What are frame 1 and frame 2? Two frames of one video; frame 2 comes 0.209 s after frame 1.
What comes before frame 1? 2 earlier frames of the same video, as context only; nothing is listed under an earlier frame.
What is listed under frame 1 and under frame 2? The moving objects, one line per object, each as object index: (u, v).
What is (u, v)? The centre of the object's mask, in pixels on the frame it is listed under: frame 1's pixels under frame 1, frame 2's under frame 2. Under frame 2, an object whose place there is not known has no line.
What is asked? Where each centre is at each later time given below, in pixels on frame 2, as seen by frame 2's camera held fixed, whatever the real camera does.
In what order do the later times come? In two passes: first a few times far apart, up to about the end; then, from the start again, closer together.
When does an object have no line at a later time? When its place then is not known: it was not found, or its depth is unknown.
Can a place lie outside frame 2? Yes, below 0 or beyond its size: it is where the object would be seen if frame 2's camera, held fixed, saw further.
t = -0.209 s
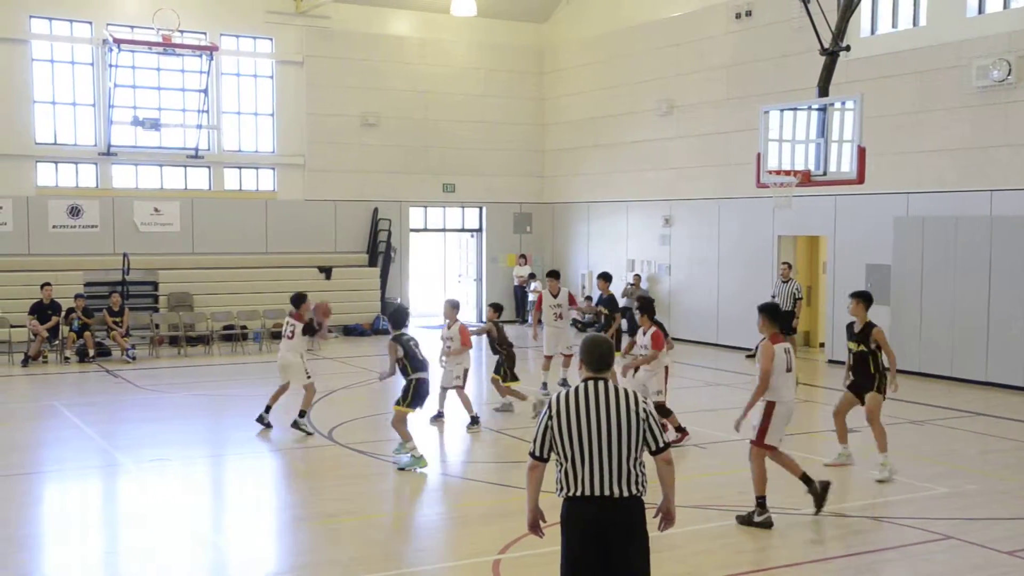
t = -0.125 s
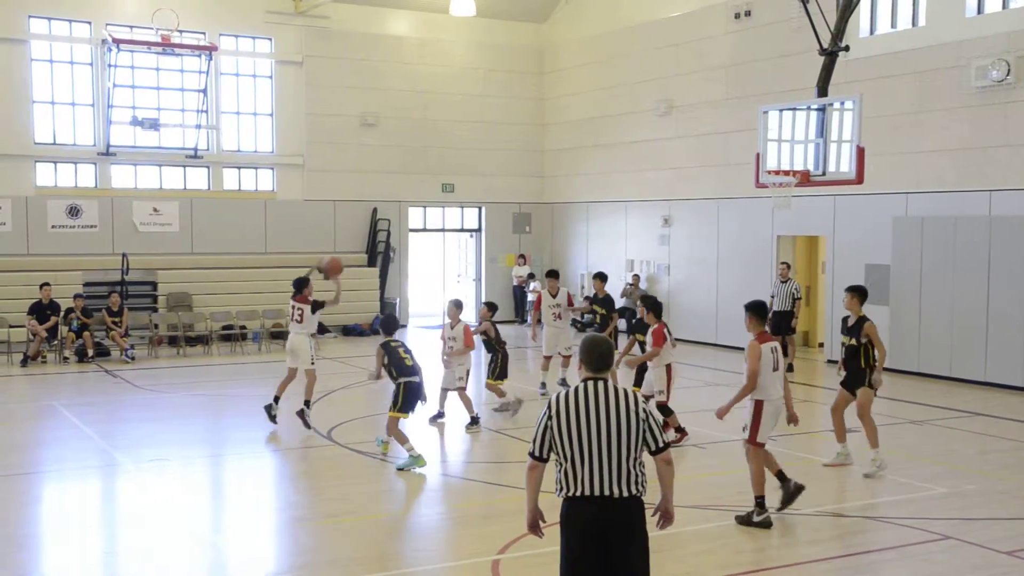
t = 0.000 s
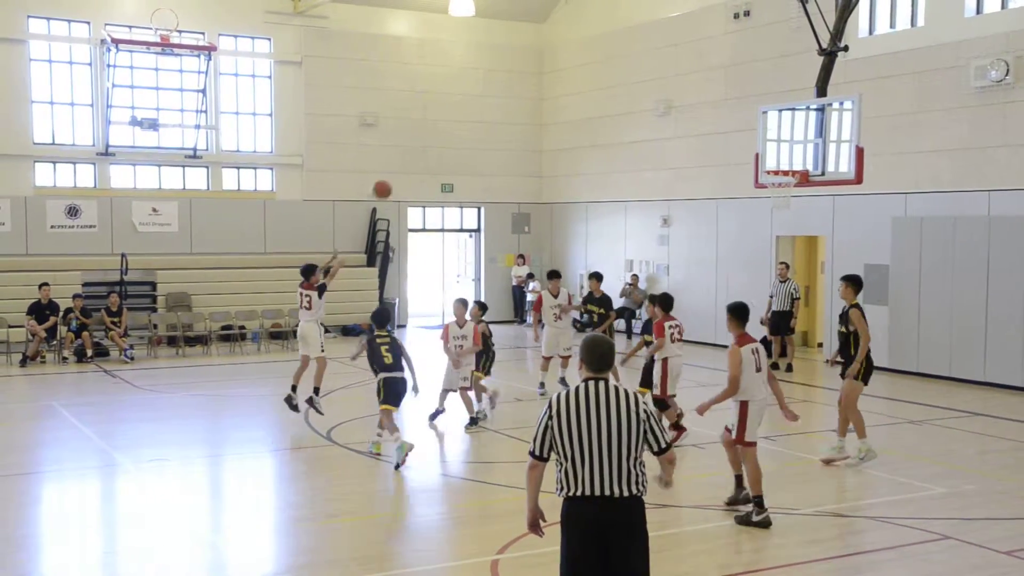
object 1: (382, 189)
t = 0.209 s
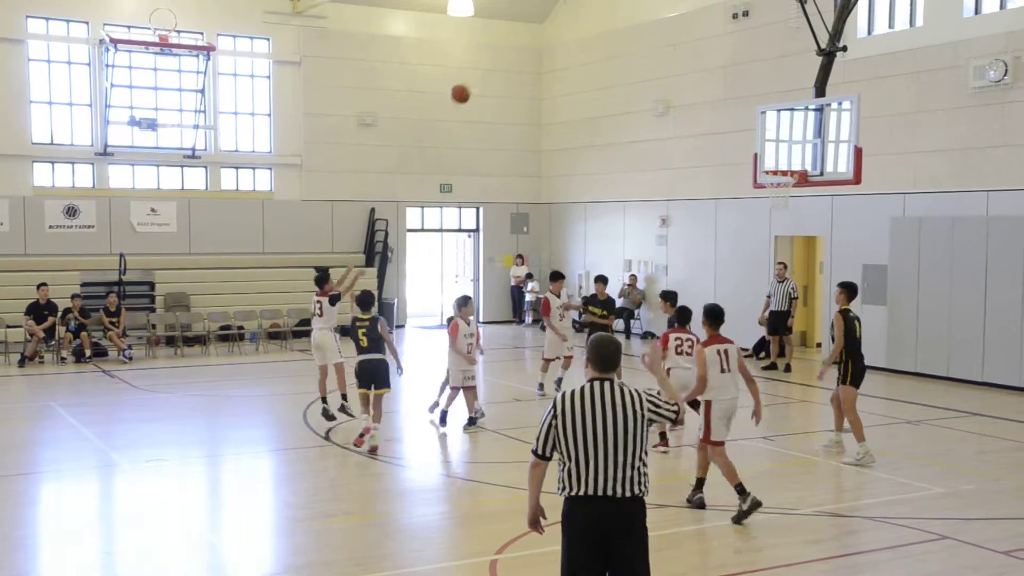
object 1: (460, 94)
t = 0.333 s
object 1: (506, 55)
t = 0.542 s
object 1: (580, 21)
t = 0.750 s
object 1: (650, 23)
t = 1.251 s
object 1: (803, 162)
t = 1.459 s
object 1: (805, 166)
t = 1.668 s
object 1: (806, 166)
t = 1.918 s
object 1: (806, 166)
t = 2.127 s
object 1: (806, 166)
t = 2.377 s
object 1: (806, 167)
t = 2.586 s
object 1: (806, 167)
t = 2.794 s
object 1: (805, 167)
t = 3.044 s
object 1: (806, 167)
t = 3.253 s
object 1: (806, 166)
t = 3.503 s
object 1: (805, 166)
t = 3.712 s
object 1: (806, 166)
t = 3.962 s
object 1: (805, 166)
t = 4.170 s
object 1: (805, 166)
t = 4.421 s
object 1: (805, 166)
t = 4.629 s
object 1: (806, 167)
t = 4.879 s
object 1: (805, 167)
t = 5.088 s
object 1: (806, 167)
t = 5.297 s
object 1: (806, 166)
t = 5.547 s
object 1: (806, 167)
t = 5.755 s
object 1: (805, 166)
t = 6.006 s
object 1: (806, 166)
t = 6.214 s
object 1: (805, 167)
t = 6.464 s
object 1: (805, 167)
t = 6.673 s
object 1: (805, 167)
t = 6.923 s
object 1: (805, 167)
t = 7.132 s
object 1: (805, 167)
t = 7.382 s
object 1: (805, 167)
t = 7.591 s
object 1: (806, 167)
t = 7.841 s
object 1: (805, 167)
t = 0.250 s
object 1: (476, 79)
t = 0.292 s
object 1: (491, 66)
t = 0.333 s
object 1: (506, 55)
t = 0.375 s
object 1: (521, 45)
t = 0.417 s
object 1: (536, 37)
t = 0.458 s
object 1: (550, 30)
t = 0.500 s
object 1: (565, 24)
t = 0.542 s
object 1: (580, 21)
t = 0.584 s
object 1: (594, 18)
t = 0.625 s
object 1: (608, 17)
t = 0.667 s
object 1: (622, 17)
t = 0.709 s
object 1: (636, 19)
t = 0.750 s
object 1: (650, 23)
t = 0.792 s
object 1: (664, 27)
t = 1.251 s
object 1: (803, 162)
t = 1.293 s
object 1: (805, 167)
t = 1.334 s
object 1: (805, 167)
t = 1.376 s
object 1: (805, 167)
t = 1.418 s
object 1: (806, 166)
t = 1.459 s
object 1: (805, 166)
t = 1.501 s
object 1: (806, 166)
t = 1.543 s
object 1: (805, 166)
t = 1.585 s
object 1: (805, 166)
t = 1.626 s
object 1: (806, 167)
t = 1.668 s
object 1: (806, 166)
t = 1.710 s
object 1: (805, 167)
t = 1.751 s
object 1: (805, 167)
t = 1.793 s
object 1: (805, 166)
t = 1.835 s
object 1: (805, 167)
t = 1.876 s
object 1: (806, 166)
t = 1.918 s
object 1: (806, 166)
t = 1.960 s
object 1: (806, 166)
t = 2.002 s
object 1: (806, 167)
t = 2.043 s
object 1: (806, 167)
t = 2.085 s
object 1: (806, 166)
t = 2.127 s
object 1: (806, 166)
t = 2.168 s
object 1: (806, 166)
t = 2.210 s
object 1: (806, 167)
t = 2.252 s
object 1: (806, 167)
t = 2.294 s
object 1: (806, 166)
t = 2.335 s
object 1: (806, 167)
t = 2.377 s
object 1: (806, 167)
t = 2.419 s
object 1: (806, 167)
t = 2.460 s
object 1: (806, 167)
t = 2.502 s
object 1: (806, 167)
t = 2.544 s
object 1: (806, 167)
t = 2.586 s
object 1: (806, 167)
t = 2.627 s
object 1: (806, 167)
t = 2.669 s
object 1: (805, 167)
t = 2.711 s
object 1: (805, 167)
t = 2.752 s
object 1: (805, 167)
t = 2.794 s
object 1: (805, 167)
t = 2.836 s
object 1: (806, 167)
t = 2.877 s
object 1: (806, 167)
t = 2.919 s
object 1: (806, 167)
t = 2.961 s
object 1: (806, 167)
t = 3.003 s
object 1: (806, 167)
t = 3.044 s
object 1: (806, 167)
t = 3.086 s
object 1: (806, 167)
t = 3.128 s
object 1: (806, 167)
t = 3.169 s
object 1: (806, 167)
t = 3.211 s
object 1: (806, 166)
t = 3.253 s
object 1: (806, 166)
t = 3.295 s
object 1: (806, 167)
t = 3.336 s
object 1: (806, 167)
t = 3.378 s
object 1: (806, 167)
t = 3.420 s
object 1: (806, 167)
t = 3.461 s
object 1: (806, 166)
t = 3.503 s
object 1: (805, 166)
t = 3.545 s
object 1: (806, 166)
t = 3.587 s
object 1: (806, 166)
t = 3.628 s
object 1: (806, 166)
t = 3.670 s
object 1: (806, 166)
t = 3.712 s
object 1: (806, 166)
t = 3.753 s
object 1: (806, 166)
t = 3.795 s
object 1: (805, 166)
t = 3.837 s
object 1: (806, 166)
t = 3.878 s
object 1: (805, 166)
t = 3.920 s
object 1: (805, 166)
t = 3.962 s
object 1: (805, 166)
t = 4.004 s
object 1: (806, 166)
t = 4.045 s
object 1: (806, 166)
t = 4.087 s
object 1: (805, 166)
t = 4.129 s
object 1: (805, 166)
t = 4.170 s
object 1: (805, 166)
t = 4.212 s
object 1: (806, 166)
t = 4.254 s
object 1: (805, 166)
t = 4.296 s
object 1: (805, 166)
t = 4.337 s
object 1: (806, 167)
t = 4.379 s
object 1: (805, 166)
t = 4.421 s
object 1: (805, 166)
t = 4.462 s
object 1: (806, 167)
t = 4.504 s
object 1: (805, 167)
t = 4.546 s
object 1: (805, 167)
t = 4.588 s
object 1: (806, 167)
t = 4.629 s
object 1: (806, 167)
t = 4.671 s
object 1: (805, 167)
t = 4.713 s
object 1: (806, 167)
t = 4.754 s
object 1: (805, 167)
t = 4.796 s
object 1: (805, 167)
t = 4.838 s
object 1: (806, 167)
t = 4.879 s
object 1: (805, 167)
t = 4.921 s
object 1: (806, 166)
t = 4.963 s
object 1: (806, 167)
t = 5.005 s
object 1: (805, 167)
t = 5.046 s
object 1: (806, 167)
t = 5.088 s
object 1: (806, 167)
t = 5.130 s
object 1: (805, 167)
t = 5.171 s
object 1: (806, 166)
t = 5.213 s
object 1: (806, 166)
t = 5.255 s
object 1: (805, 167)
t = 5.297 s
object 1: (806, 166)
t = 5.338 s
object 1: (806, 166)
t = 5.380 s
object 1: (805, 166)
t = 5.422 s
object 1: (806, 166)
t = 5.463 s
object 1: (806, 166)
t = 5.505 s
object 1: (806, 167)
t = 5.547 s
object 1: (806, 167)
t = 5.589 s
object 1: (806, 167)
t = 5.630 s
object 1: (806, 167)
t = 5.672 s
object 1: (806, 167)
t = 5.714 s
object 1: (805, 167)
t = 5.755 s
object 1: (805, 166)
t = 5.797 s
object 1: (806, 167)
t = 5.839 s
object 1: (806, 166)
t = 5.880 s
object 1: (806, 166)
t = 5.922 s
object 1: (806, 166)
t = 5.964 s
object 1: (806, 166)
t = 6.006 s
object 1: (806, 166)
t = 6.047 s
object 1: (806, 167)
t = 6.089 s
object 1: (806, 166)
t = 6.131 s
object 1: (806, 167)
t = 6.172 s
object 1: (805, 167)
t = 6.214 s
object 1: (805, 167)
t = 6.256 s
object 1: (805, 167)
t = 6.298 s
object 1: (805, 167)
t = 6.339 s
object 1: (805, 167)
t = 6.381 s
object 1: (805, 167)
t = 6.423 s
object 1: (805, 167)
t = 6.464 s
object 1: (805, 167)
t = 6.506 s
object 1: (805, 167)
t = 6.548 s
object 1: (805, 167)
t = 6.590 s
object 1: (805, 167)
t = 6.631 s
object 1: (806, 167)
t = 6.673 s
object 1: (805, 167)
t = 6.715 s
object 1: (805, 167)
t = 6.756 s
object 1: (805, 167)
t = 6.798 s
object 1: (806, 167)
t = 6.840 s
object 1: (805, 167)
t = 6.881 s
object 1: (805, 167)
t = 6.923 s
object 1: (805, 167)
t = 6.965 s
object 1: (805, 167)
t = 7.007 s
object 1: (805, 167)
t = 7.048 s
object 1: (805, 167)
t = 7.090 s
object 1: (805, 167)
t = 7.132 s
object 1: (805, 167)
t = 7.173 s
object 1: (805, 167)
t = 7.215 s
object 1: (805, 167)
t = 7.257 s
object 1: (805, 167)
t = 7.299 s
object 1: (805, 167)
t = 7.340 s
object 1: (805, 167)
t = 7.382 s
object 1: (805, 167)
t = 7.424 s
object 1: (805, 167)
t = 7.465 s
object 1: (806, 167)
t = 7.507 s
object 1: (806, 167)
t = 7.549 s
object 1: (806, 167)
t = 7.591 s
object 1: (806, 167)
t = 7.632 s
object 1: (806, 167)
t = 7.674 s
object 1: (805, 167)
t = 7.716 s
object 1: (806, 167)
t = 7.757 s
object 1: (805, 167)
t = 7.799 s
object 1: (805, 167)
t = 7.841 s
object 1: (805, 167)
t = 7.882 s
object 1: (805, 167)
